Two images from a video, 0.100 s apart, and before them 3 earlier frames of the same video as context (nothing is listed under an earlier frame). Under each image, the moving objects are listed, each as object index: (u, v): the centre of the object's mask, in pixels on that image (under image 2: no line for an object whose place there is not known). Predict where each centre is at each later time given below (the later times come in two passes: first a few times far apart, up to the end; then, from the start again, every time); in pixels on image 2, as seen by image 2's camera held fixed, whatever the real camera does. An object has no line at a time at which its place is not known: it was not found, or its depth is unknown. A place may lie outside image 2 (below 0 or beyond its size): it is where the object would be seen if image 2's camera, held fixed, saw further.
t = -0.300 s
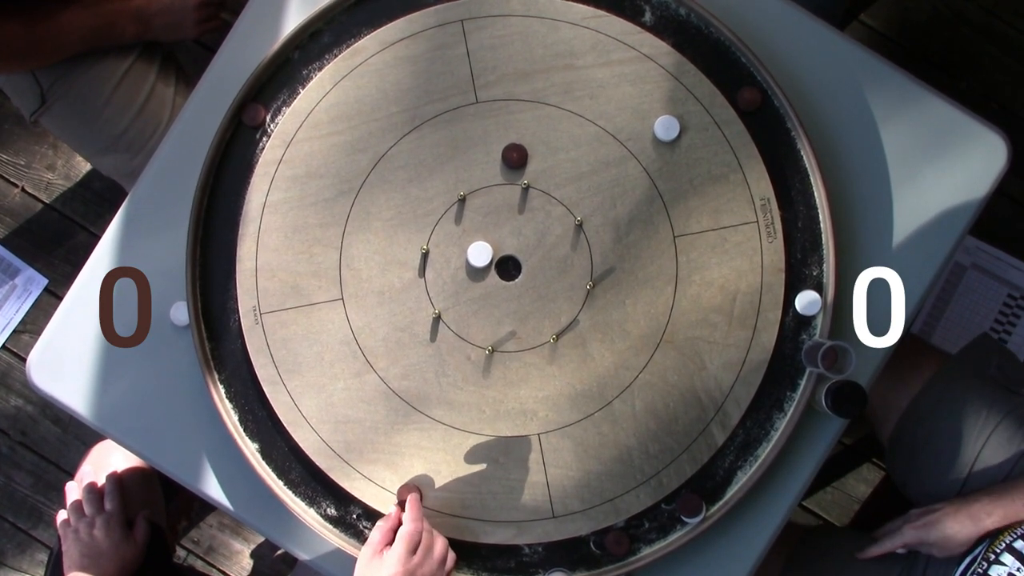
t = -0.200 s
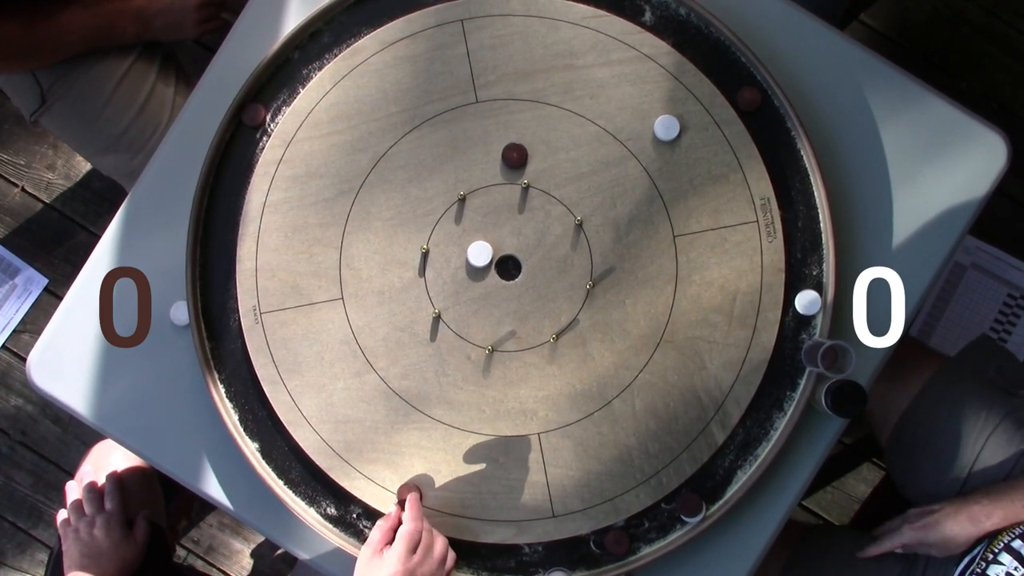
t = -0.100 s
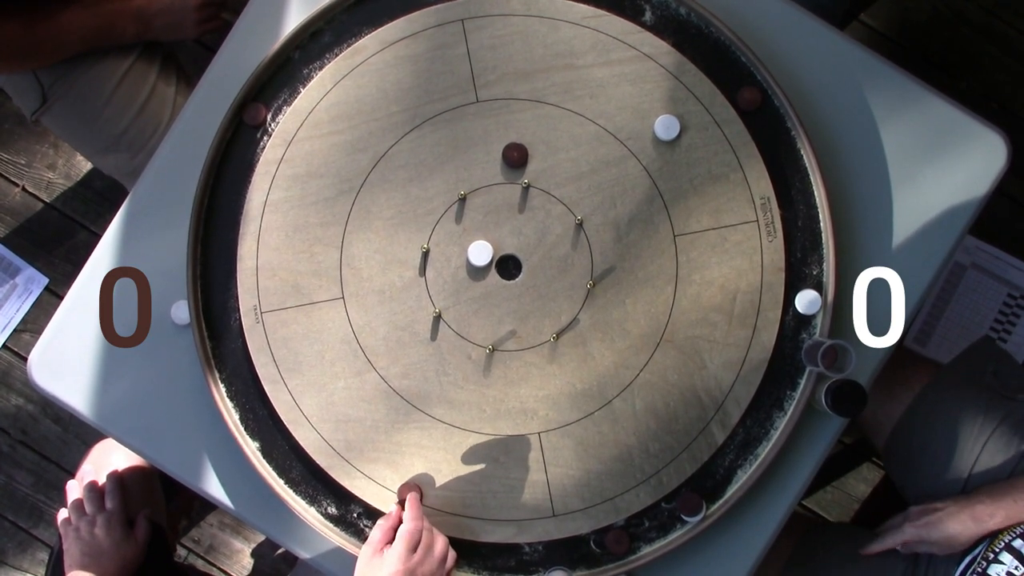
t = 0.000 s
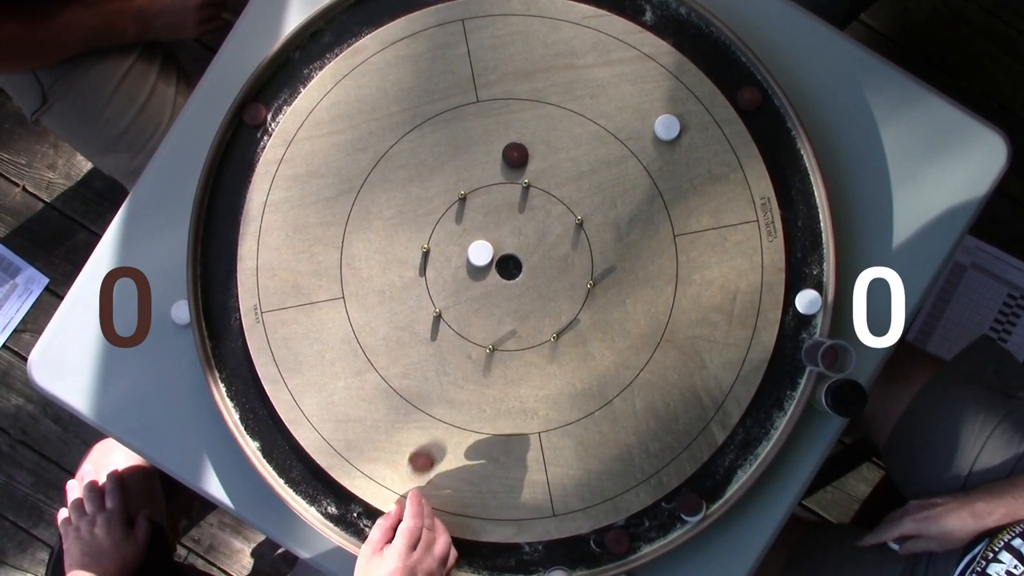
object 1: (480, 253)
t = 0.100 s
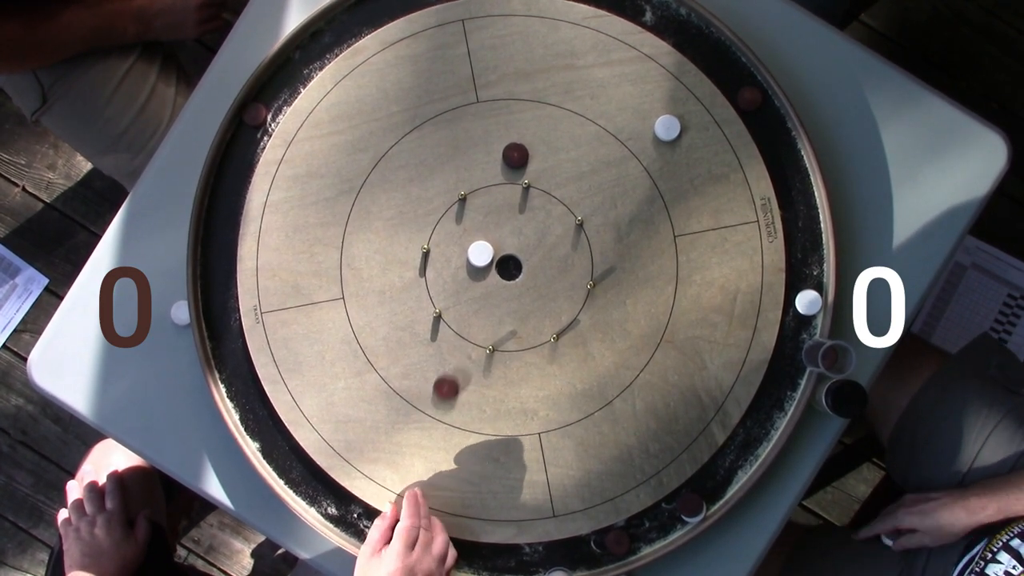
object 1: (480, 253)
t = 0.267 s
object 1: (480, 249)
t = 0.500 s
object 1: (480, 139)
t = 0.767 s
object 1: (482, 61)
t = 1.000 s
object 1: (485, 27)
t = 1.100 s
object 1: (487, 22)
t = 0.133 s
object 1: (480, 253)
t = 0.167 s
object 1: (480, 253)
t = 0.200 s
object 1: (480, 253)
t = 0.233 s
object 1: (480, 254)
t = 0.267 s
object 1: (480, 249)
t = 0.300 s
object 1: (479, 230)
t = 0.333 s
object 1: (479, 212)
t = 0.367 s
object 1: (479, 196)
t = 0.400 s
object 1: (479, 180)
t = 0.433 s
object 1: (480, 166)
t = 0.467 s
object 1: (480, 152)
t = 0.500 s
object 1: (480, 139)
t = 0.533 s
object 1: (480, 127)
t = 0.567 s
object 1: (480, 116)
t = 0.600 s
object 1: (481, 105)
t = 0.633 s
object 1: (481, 95)
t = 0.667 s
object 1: (481, 85)
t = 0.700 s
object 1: (482, 76)
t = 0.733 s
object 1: (482, 68)
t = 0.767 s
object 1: (482, 61)
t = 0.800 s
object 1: (482, 54)
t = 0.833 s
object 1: (482, 47)
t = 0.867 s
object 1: (483, 42)
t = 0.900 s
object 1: (484, 37)
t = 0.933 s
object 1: (484, 34)
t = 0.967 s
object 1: (484, 30)
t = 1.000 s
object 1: (485, 27)
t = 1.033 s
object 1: (486, 24)
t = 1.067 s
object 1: (487, 22)
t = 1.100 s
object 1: (487, 22)
